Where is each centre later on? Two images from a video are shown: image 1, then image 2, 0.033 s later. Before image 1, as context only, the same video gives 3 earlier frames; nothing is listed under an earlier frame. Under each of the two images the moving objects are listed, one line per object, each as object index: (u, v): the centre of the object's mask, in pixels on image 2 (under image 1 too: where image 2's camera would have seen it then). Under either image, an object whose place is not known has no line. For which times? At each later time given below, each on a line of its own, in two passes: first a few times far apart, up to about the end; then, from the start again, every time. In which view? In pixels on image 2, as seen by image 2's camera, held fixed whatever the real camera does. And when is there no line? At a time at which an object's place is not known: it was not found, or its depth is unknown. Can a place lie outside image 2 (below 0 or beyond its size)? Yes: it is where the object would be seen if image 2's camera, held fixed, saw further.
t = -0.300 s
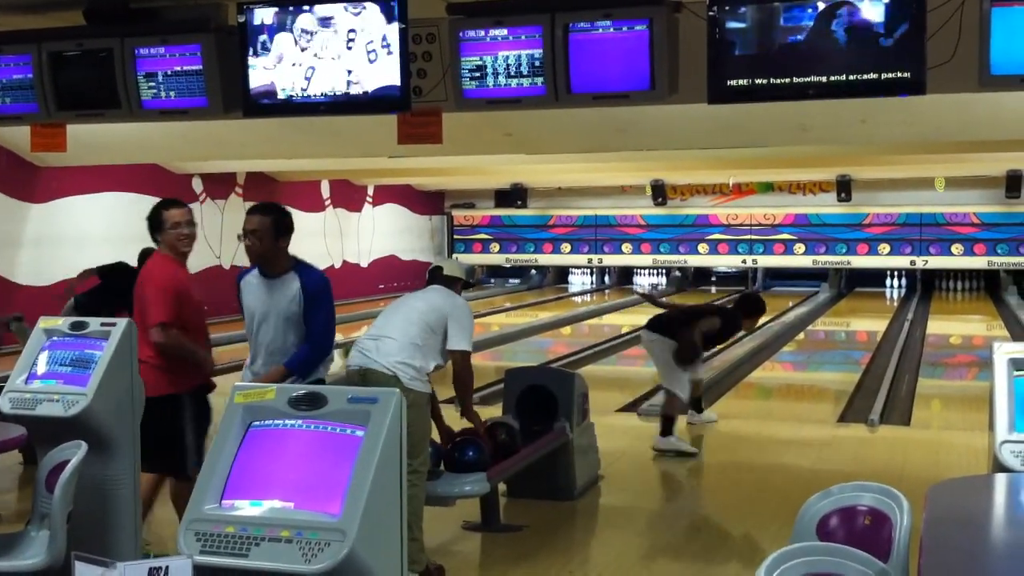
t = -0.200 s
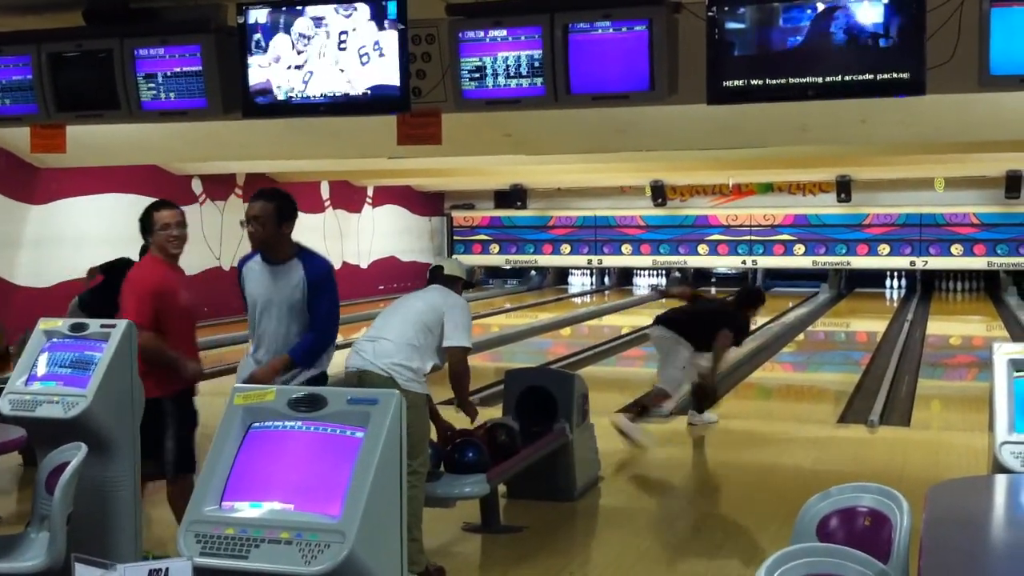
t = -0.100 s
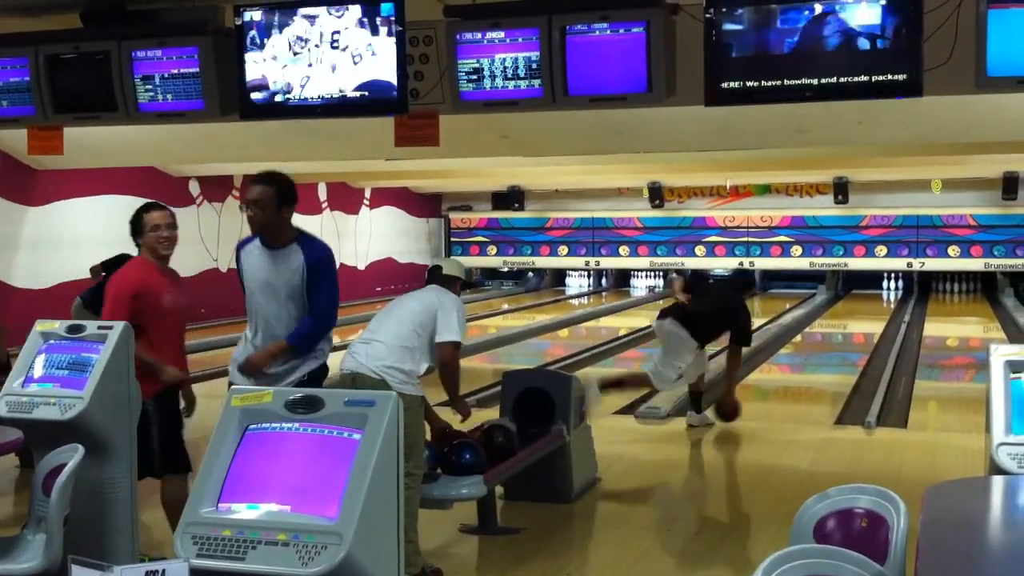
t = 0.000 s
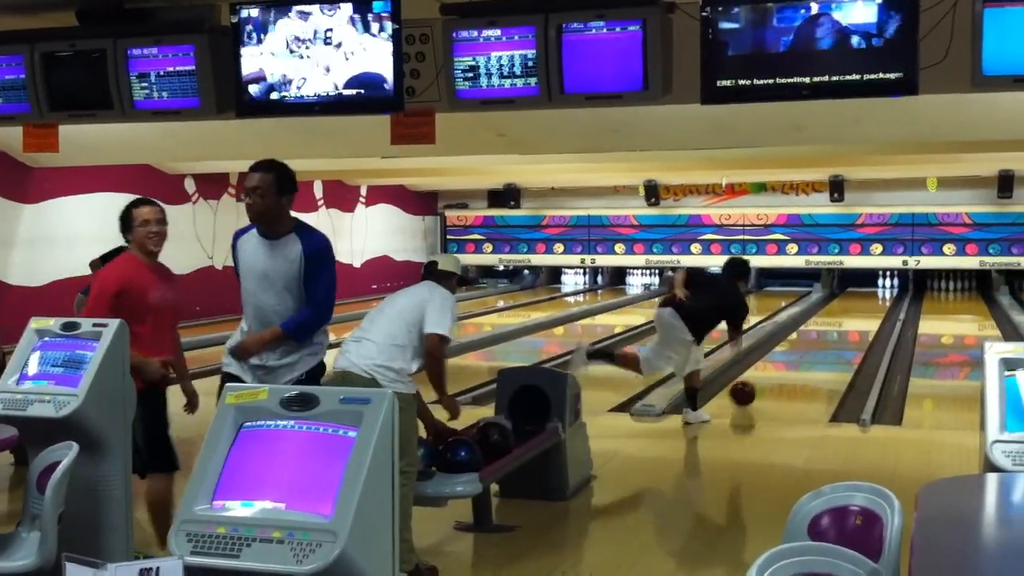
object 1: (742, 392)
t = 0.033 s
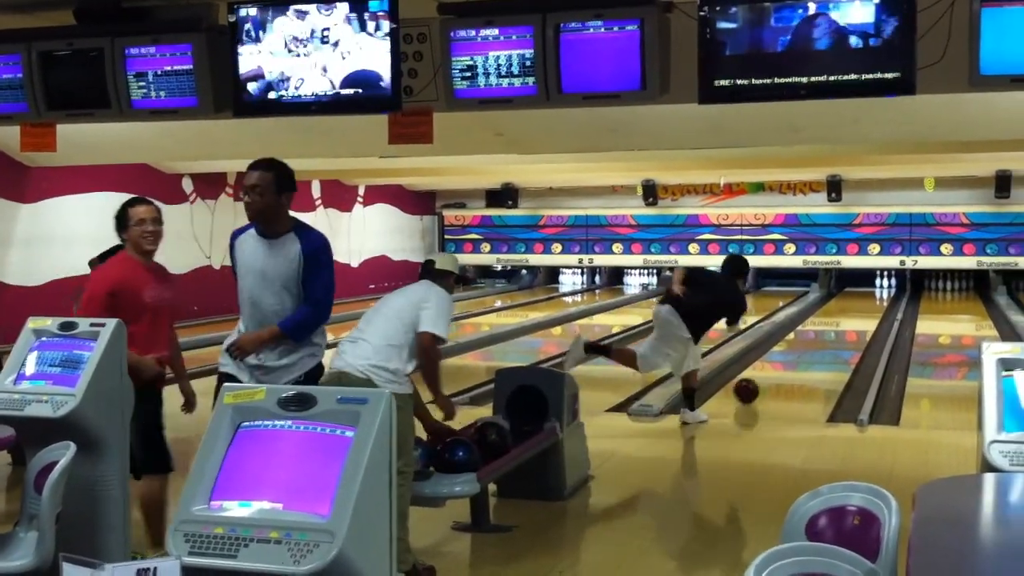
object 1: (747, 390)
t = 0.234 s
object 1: (775, 368)
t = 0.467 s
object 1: (803, 348)
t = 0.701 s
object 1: (823, 333)
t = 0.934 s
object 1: (840, 321)
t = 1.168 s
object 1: (852, 311)
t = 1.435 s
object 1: (865, 302)
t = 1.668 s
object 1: (872, 297)
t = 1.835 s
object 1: (876, 292)
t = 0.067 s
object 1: (751, 386)
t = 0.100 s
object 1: (756, 383)
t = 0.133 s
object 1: (762, 379)
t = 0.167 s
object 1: (766, 375)
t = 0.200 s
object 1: (771, 372)
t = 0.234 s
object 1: (775, 368)
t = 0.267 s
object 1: (779, 365)
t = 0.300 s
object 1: (783, 362)
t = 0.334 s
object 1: (788, 359)
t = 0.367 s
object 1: (792, 356)
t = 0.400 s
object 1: (796, 354)
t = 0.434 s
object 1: (800, 351)
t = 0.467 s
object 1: (803, 348)
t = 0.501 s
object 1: (806, 346)
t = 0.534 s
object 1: (809, 344)
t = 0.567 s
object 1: (813, 341)
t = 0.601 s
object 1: (816, 339)
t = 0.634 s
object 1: (818, 337)
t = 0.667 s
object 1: (821, 335)
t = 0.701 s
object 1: (823, 333)
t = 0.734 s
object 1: (826, 331)
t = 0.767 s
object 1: (829, 330)
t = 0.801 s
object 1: (831, 328)
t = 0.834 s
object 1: (833, 326)
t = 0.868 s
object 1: (835, 324)
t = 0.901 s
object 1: (838, 323)
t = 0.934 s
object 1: (840, 321)
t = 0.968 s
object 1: (842, 319)
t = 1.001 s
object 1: (844, 318)
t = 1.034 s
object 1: (846, 316)
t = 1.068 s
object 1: (848, 315)
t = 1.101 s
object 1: (849, 314)
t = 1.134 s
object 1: (851, 313)
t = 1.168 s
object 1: (852, 311)
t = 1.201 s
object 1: (854, 310)
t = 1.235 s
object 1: (856, 309)
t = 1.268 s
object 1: (857, 307)
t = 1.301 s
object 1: (859, 306)
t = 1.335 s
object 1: (860, 306)
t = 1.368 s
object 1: (862, 305)
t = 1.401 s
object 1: (863, 304)
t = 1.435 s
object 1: (865, 302)
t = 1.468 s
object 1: (866, 302)
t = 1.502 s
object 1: (867, 301)
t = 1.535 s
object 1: (868, 301)
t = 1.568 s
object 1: (868, 300)
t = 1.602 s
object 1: (870, 299)
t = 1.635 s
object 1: (871, 298)
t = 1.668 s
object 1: (872, 297)
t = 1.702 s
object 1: (874, 295)
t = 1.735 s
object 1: (874, 294)
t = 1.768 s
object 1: (875, 294)
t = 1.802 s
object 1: (876, 293)
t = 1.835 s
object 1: (876, 292)
